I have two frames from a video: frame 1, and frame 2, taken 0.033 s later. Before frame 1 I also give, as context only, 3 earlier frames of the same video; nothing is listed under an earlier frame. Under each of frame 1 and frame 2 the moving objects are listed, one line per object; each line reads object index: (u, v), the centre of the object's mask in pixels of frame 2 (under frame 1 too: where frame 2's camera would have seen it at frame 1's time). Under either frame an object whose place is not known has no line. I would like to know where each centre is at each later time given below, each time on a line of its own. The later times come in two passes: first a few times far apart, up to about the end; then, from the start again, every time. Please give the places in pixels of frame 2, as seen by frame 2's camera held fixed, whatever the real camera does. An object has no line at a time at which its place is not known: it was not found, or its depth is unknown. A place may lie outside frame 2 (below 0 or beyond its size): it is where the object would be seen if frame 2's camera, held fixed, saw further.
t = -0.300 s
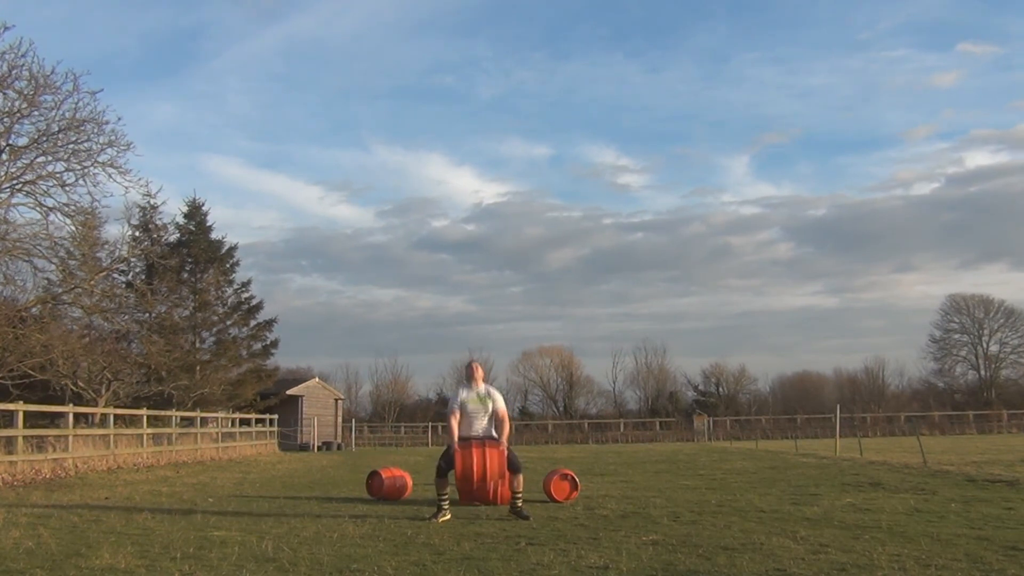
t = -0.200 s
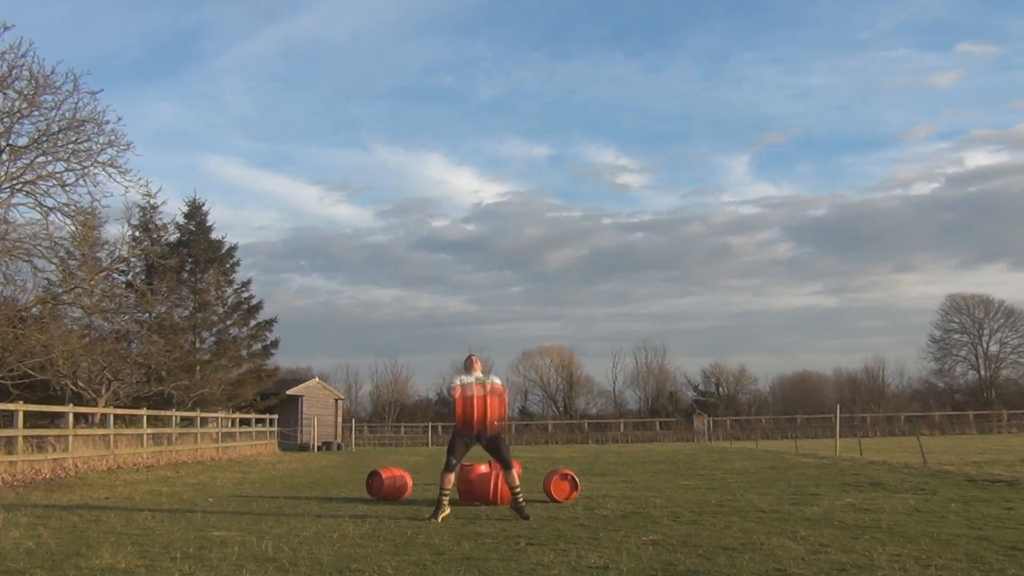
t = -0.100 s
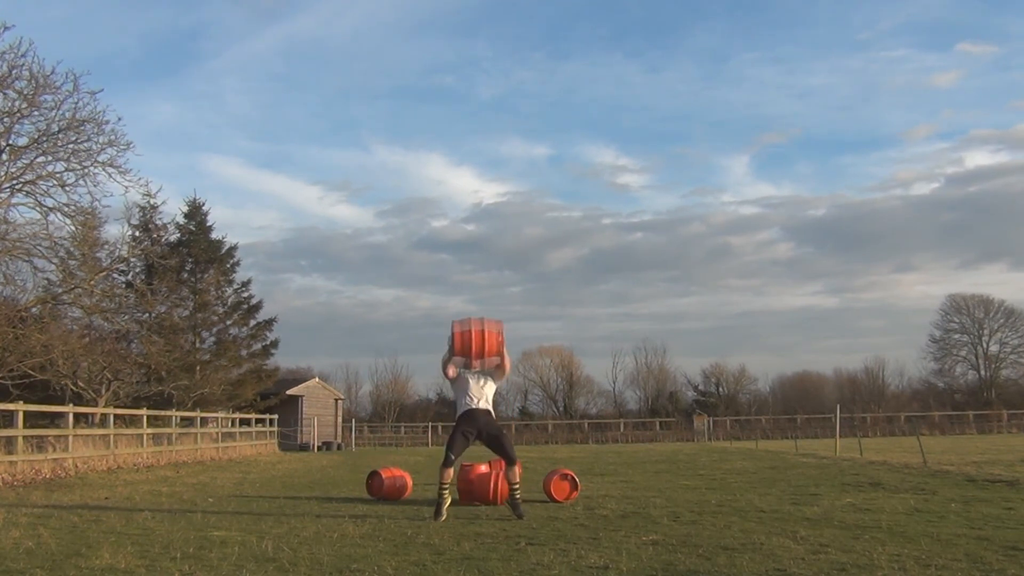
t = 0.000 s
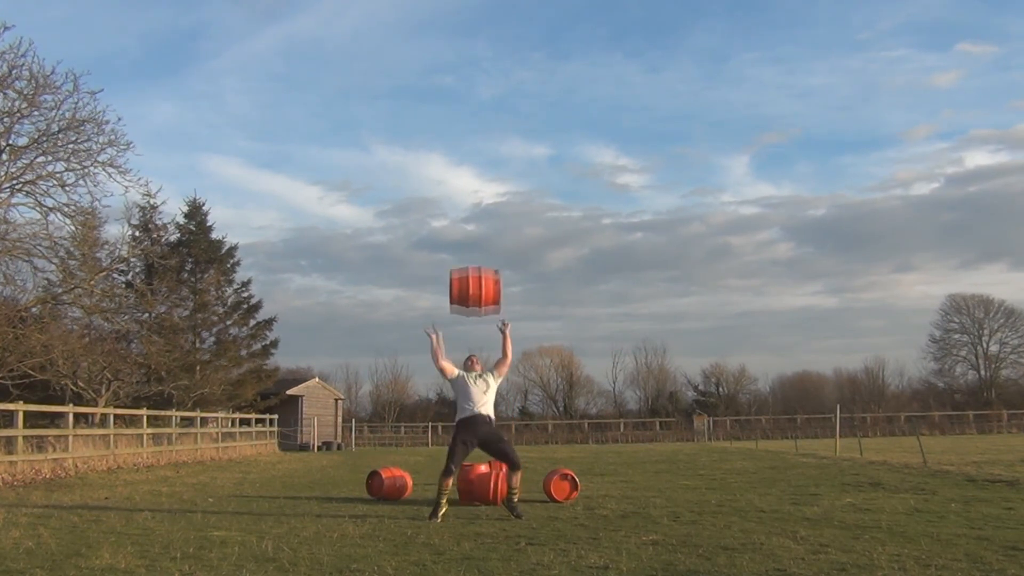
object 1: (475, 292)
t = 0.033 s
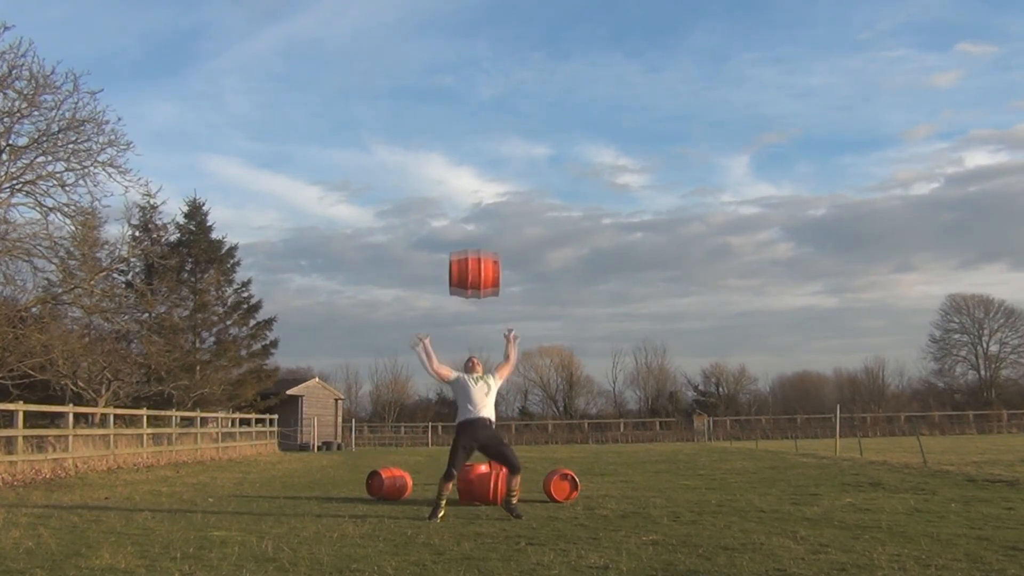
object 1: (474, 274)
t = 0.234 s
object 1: (471, 202)
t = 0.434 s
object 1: (468, 163)
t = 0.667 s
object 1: (464, 178)
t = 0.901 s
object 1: (463, 245)
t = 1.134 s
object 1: (459, 348)
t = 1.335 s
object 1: (456, 477)
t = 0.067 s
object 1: (473, 262)
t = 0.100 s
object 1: (473, 249)
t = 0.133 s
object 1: (472, 235)
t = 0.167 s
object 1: (472, 227)
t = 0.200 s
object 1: (471, 215)
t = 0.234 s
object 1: (471, 202)
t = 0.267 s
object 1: (471, 194)
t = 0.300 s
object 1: (470, 186)
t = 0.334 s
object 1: (469, 177)
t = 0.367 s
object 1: (469, 172)
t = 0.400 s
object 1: (468, 167)
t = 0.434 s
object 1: (468, 163)
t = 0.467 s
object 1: (467, 161)
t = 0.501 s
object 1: (466, 160)
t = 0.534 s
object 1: (466, 161)
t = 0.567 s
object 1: (465, 163)
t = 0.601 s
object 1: (465, 167)
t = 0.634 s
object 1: (464, 173)
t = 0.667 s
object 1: (464, 178)
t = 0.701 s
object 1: (464, 185)
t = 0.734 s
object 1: (463, 195)
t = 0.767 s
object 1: (463, 202)
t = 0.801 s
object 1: (463, 212)
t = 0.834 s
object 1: (463, 224)
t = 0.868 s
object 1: (463, 235)
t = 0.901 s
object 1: (463, 245)
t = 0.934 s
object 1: (463, 260)
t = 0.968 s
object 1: (463, 270)
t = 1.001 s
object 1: (463, 284)
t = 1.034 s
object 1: (463, 301)
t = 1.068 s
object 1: (462, 315)
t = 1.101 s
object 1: (461, 329)
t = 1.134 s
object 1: (459, 348)
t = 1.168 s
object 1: (458, 358)
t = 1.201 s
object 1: (453, 381)
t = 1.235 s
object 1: (453, 405)
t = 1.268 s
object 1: (455, 423)
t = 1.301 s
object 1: (458, 449)
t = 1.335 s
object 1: (456, 477)
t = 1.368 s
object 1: (455, 491)
